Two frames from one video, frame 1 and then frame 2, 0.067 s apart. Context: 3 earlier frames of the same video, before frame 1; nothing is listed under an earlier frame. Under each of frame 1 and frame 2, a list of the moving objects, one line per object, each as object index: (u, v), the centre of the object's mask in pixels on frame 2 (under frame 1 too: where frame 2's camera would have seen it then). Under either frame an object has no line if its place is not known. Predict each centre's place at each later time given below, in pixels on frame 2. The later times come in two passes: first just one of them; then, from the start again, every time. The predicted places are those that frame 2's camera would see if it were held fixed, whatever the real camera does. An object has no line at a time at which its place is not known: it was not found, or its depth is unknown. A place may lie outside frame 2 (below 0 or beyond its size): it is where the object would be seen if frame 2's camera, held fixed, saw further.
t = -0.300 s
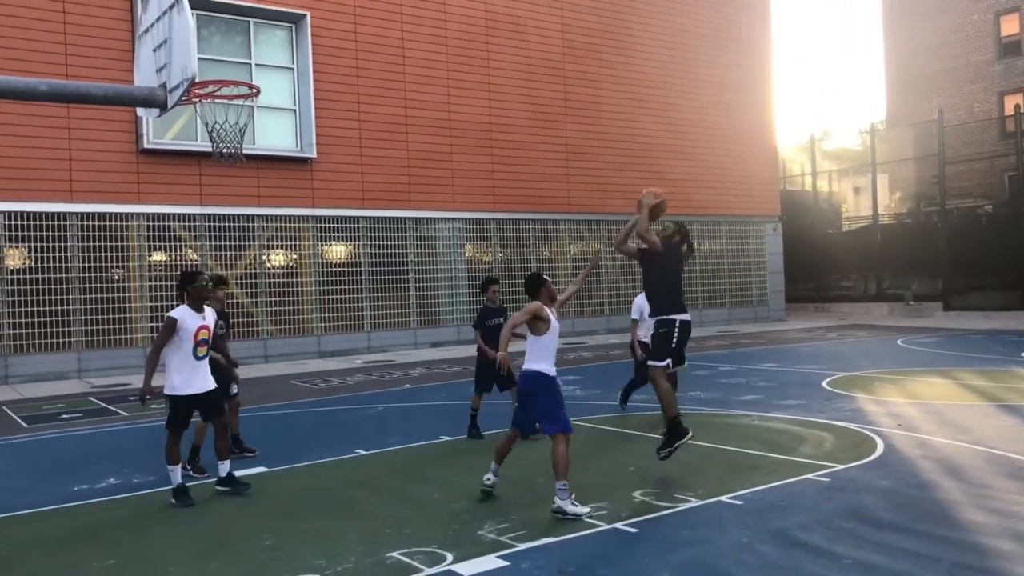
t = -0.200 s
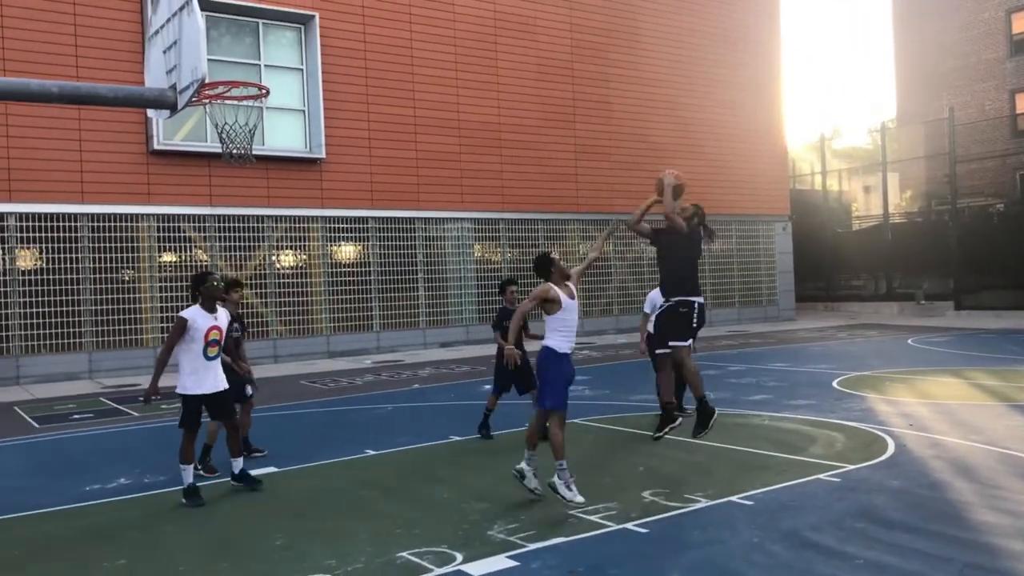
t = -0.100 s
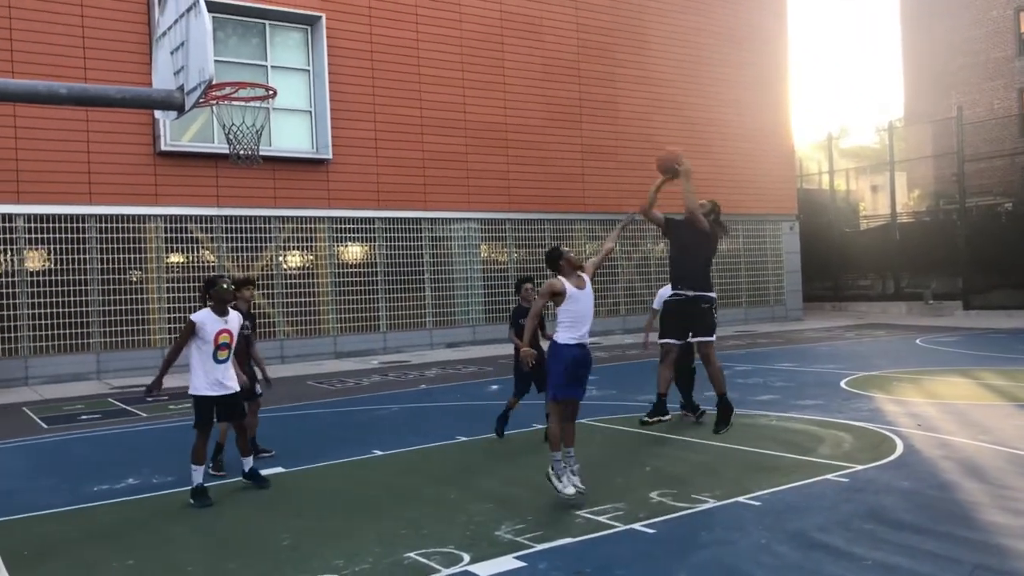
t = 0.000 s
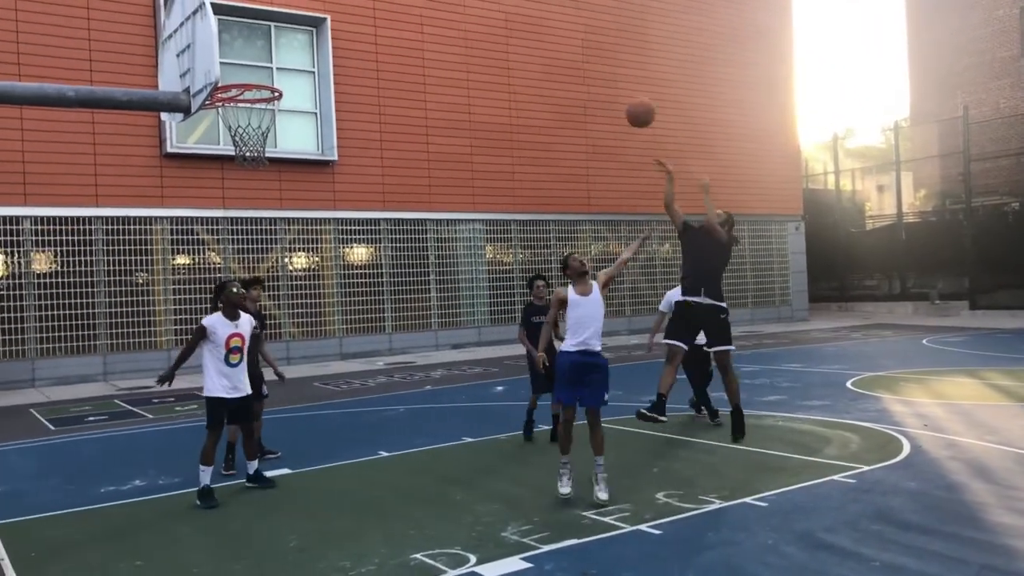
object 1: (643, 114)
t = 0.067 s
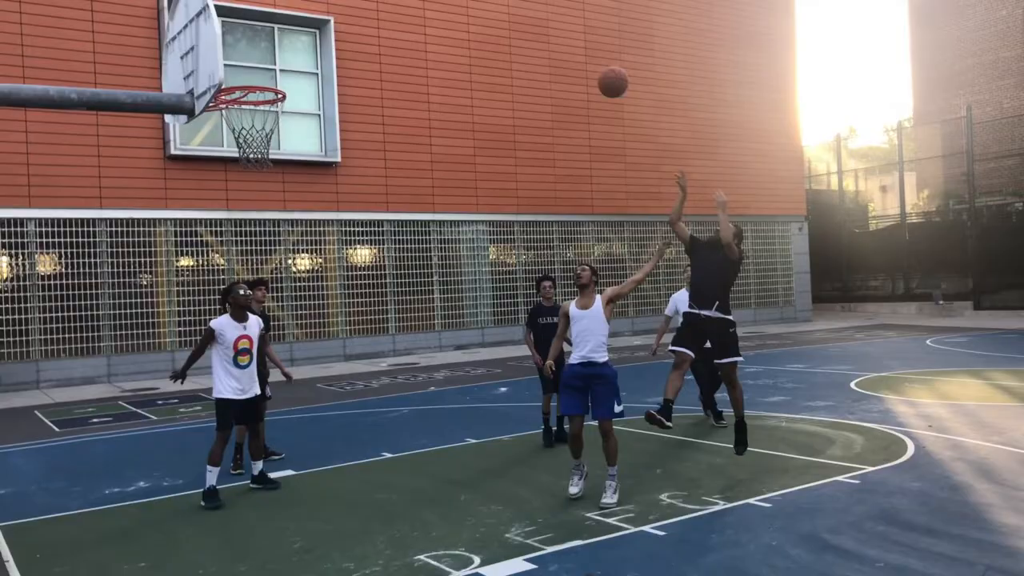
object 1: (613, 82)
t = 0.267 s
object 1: (519, 19)
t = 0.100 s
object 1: (597, 68)
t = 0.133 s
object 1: (582, 56)
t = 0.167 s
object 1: (566, 45)
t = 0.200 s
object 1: (550, 35)
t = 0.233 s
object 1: (535, 26)
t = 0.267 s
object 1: (519, 19)
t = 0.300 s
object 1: (504, 12)
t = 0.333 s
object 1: (488, 8)
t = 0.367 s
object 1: (472, 5)
